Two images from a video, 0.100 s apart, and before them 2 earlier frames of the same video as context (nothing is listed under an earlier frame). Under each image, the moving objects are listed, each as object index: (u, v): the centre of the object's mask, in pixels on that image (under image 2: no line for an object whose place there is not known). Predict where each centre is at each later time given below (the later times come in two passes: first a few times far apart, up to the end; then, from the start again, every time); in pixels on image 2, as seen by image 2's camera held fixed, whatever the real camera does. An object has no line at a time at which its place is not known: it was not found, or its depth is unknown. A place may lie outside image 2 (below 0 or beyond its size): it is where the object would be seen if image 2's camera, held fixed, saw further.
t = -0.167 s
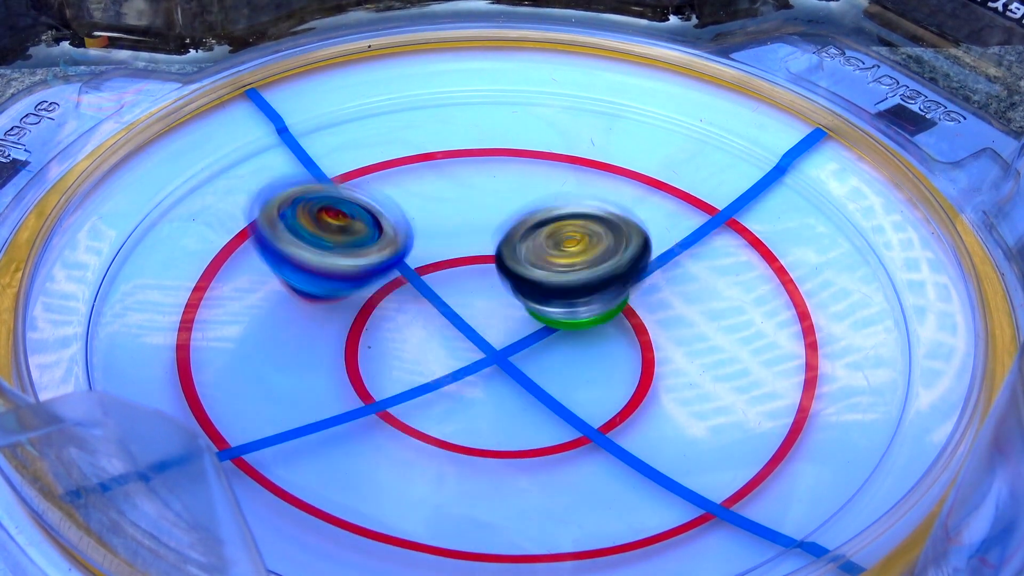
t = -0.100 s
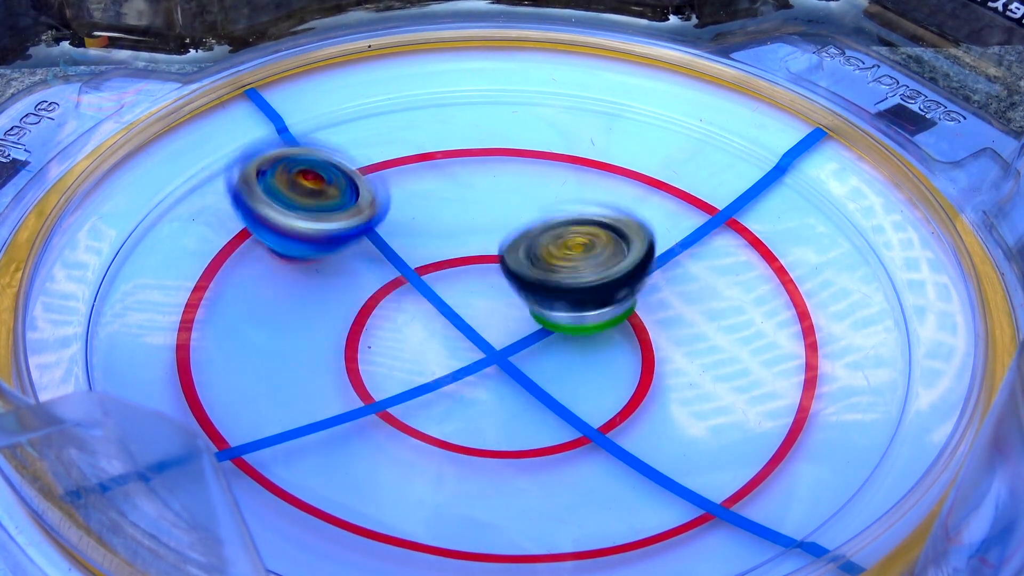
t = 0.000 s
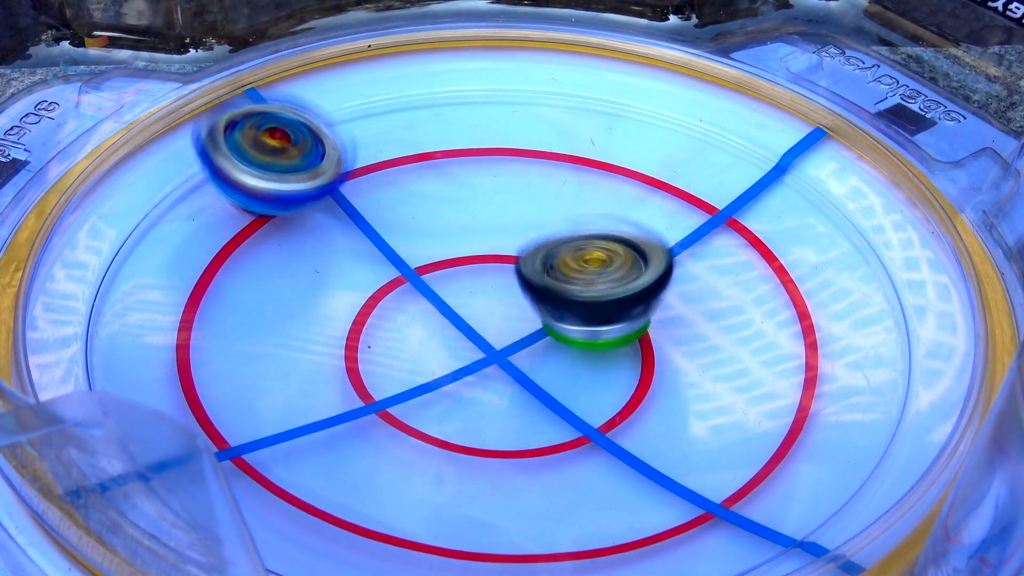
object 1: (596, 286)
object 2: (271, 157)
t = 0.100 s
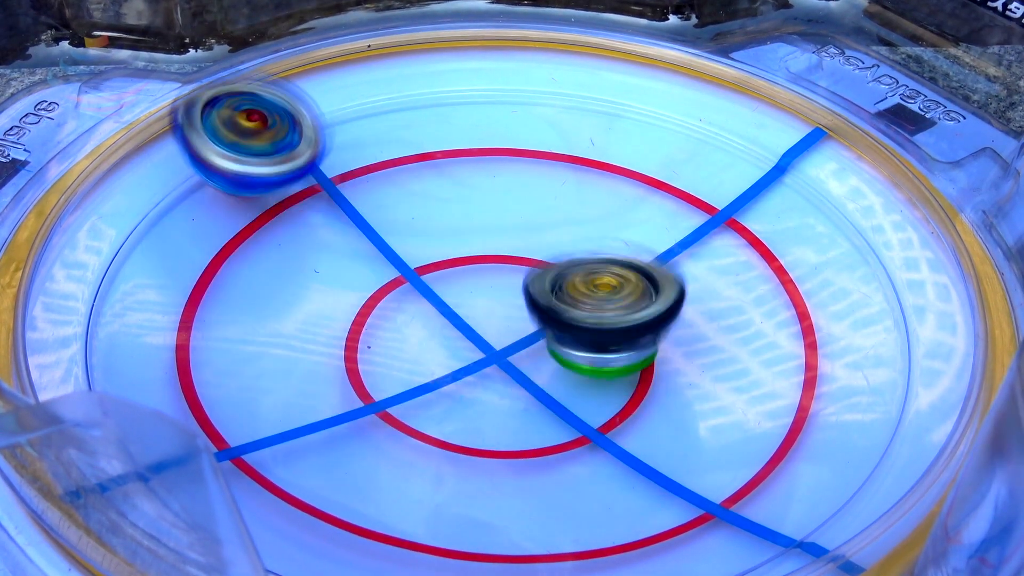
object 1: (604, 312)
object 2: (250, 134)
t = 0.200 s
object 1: (603, 327)
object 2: (253, 135)
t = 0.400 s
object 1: (573, 347)
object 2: (347, 184)
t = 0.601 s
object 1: (545, 371)
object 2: (528, 209)
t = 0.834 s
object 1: (474, 346)
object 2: (603, 147)
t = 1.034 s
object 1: (480, 280)
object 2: (588, 179)
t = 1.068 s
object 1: (483, 282)
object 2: (595, 183)
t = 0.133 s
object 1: (607, 317)
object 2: (248, 132)
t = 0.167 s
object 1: (603, 322)
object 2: (248, 133)
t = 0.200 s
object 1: (603, 327)
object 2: (253, 135)
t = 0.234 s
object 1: (602, 330)
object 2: (260, 142)
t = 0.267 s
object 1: (594, 333)
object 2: (269, 148)
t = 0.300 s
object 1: (591, 338)
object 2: (283, 156)
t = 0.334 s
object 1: (586, 341)
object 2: (305, 169)
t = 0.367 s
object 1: (576, 345)
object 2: (321, 175)
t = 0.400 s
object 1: (573, 347)
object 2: (347, 184)
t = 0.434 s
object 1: (566, 347)
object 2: (377, 196)
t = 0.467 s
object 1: (559, 347)
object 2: (407, 207)
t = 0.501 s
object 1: (551, 346)
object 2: (439, 219)
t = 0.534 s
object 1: (542, 347)
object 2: (474, 226)
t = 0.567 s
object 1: (548, 360)
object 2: (503, 218)
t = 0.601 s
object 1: (545, 371)
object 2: (528, 209)
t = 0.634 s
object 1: (542, 381)
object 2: (552, 196)
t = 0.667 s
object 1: (537, 384)
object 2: (573, 185)
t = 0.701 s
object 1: (524, 384)
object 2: (587, 173)
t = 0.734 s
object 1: (513, 378)
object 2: (595, 164)
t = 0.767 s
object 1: (498, 370)
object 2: (600, 156)
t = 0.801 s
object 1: (488, 358)
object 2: (603, 151)
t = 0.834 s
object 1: (474, 346)
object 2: (603, 147)
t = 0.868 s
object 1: (467, 330)
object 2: (604, 147)
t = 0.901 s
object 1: (461, 318)
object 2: (604, 149)
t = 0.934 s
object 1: (464, 303)
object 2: (601, 152)
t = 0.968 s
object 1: (464, 291)
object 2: (598, 158)
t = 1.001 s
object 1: (473, 283)
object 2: (594, 167)
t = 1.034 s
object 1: (480, 280)
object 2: (588, 179)
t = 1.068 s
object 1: (483, 282)
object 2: (595, 183)
